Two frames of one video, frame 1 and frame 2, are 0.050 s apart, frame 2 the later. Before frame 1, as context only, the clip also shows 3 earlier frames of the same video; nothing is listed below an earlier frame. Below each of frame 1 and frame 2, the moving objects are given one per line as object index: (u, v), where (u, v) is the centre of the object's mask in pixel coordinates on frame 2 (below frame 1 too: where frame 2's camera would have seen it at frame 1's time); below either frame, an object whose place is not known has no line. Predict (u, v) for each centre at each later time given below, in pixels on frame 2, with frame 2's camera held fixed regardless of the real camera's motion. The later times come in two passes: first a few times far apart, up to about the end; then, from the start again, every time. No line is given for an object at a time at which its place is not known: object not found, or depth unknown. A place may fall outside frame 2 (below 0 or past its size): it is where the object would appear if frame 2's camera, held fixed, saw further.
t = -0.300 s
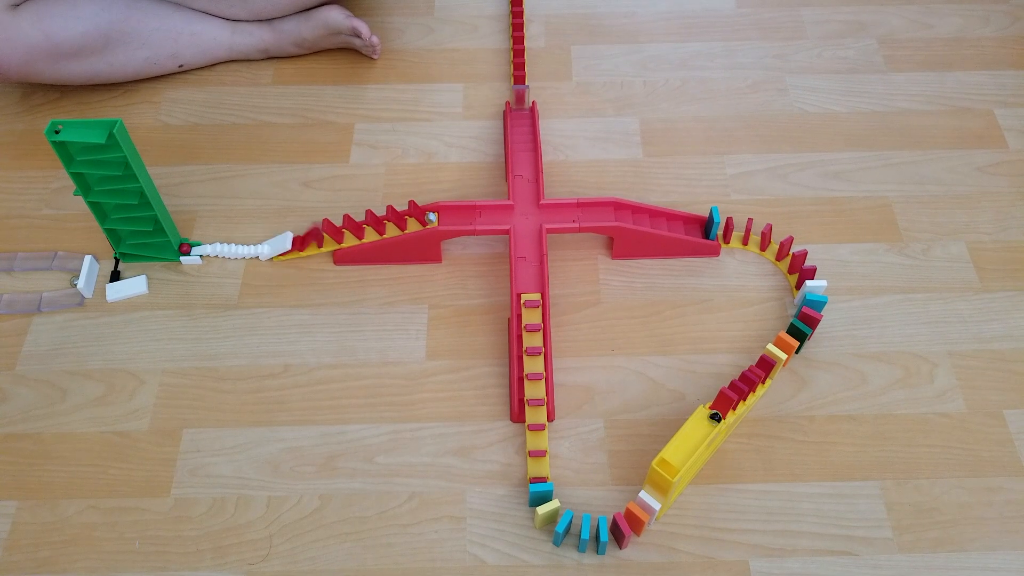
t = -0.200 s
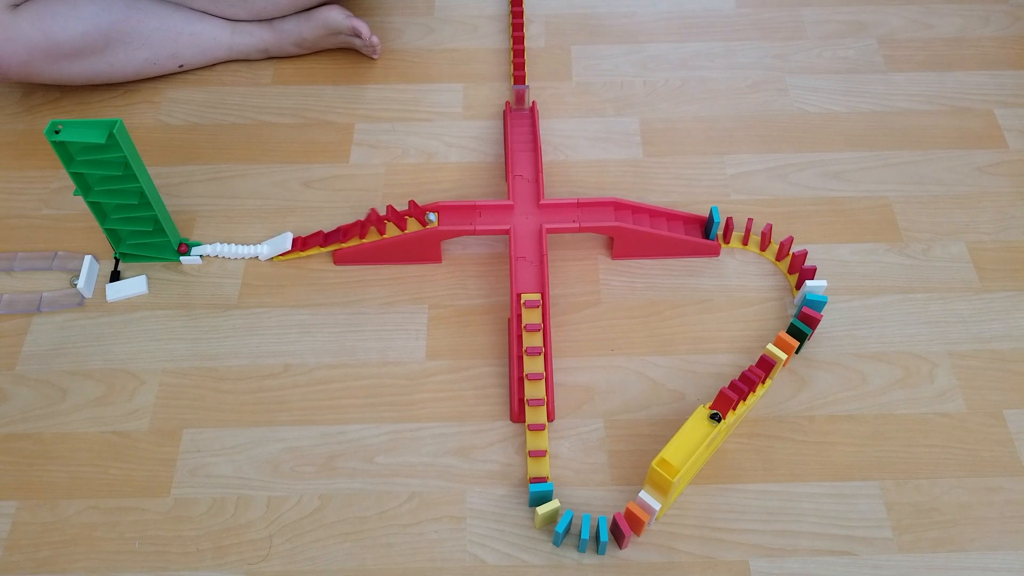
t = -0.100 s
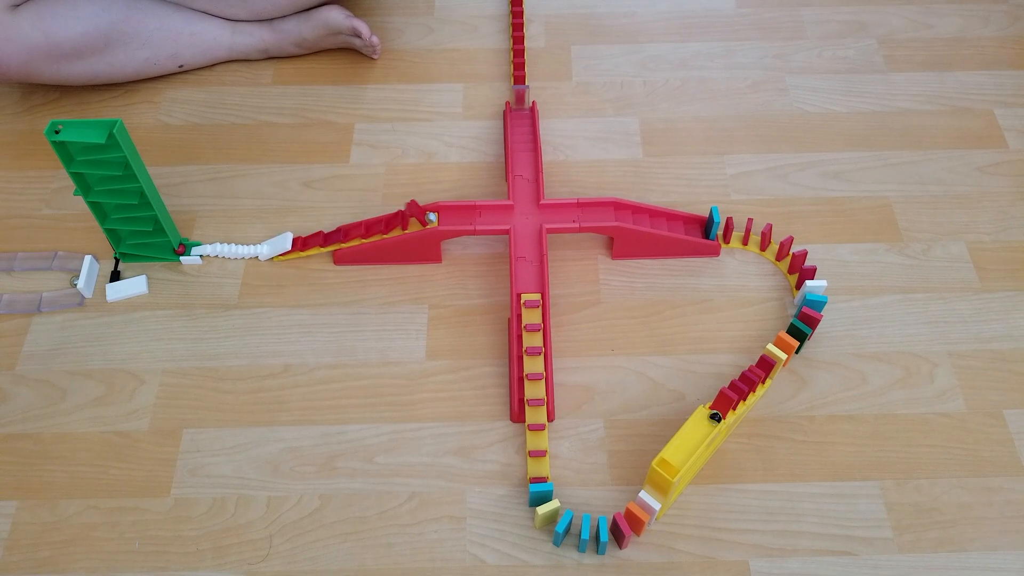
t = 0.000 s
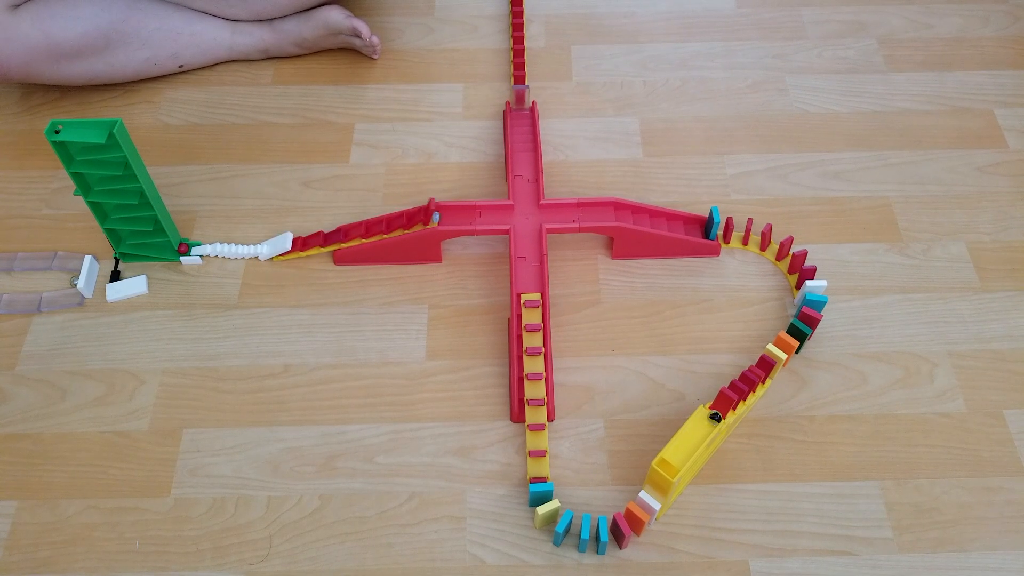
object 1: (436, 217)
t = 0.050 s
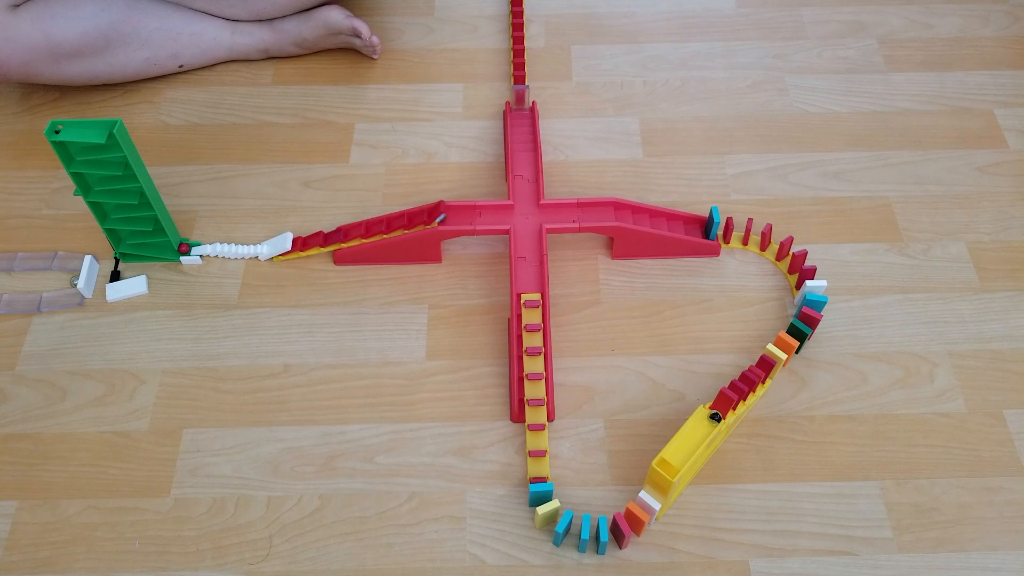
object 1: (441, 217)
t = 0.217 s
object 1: (469, 215)
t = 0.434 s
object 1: (506, 218)
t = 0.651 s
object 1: (532, 219)
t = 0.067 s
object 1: (444, 218)
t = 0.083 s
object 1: (447, 217)
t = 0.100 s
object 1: (450, 217)
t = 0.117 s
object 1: (452, 216)
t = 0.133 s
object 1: (455, 215)
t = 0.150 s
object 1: (456, 215)
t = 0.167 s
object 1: (459, 215)
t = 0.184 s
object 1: (462, 215)
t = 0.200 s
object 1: (465, 215)
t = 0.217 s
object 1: (469, 215)
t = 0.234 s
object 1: (471, 216)
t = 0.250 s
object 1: (473, 216)
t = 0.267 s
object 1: (475, 216)
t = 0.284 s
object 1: (478, 216)
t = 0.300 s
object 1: (481, 216)
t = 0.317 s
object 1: (484, 216)
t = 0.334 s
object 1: (487, 216)
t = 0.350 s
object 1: (490, 217)
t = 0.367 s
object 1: (492, 217)
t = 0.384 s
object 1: (495, 217)
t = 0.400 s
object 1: (499, 217)
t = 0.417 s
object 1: (502, 217)
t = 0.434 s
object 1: (506, 218)
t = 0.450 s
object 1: (508, 219)
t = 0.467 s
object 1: (510, 219)
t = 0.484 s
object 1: (513, 219)
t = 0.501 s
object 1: (516, 220)
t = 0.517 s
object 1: (520, 220)
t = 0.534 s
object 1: (522, 221)
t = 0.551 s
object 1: (526, 221)
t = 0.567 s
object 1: (528, 222)
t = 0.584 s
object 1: (531, 222)
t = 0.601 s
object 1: (534, 222)
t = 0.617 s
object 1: (533, 221)
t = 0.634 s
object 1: (533, 220)
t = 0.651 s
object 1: (532, 219)
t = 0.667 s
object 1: (532, 219)
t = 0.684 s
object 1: (532, 218)
